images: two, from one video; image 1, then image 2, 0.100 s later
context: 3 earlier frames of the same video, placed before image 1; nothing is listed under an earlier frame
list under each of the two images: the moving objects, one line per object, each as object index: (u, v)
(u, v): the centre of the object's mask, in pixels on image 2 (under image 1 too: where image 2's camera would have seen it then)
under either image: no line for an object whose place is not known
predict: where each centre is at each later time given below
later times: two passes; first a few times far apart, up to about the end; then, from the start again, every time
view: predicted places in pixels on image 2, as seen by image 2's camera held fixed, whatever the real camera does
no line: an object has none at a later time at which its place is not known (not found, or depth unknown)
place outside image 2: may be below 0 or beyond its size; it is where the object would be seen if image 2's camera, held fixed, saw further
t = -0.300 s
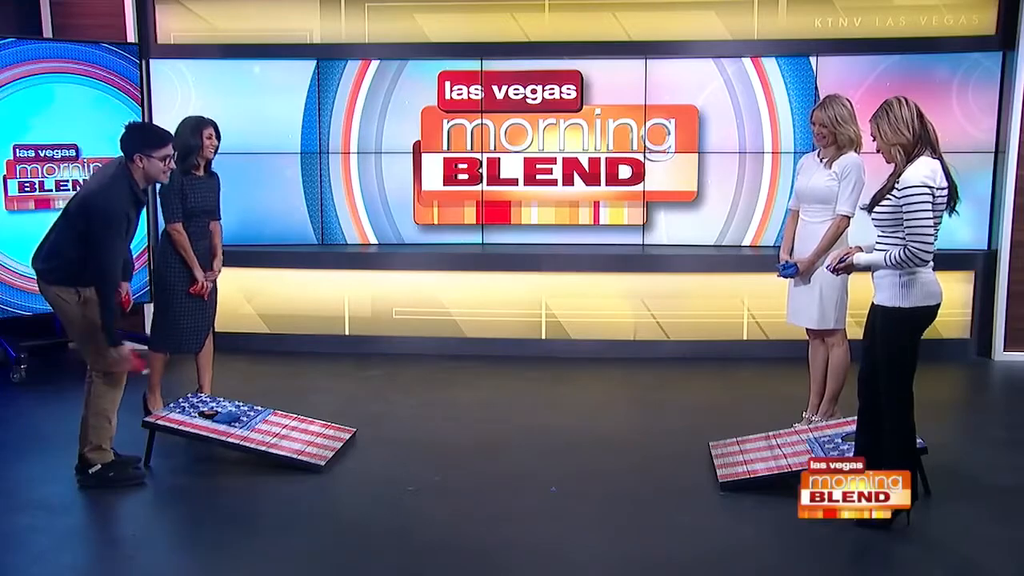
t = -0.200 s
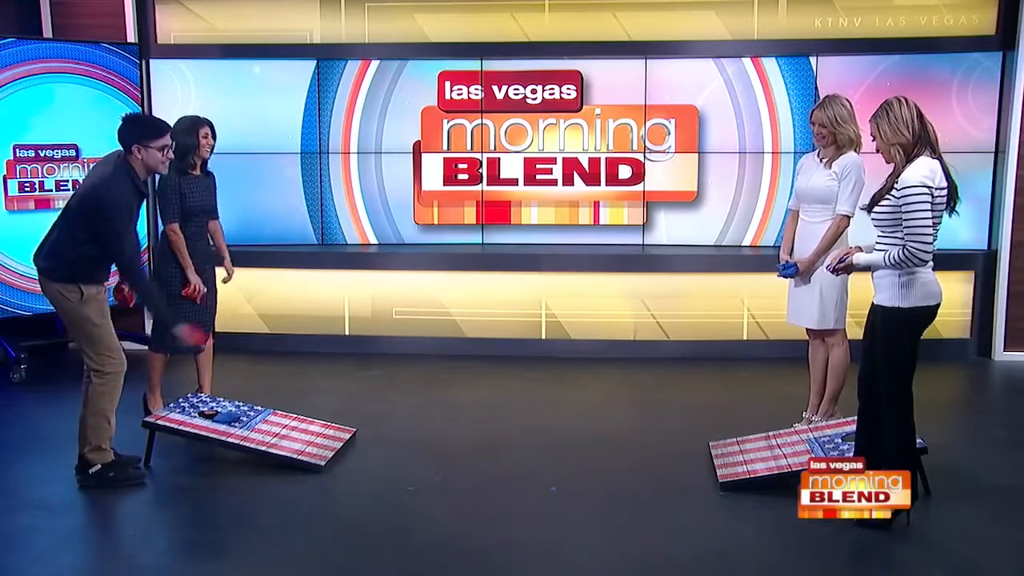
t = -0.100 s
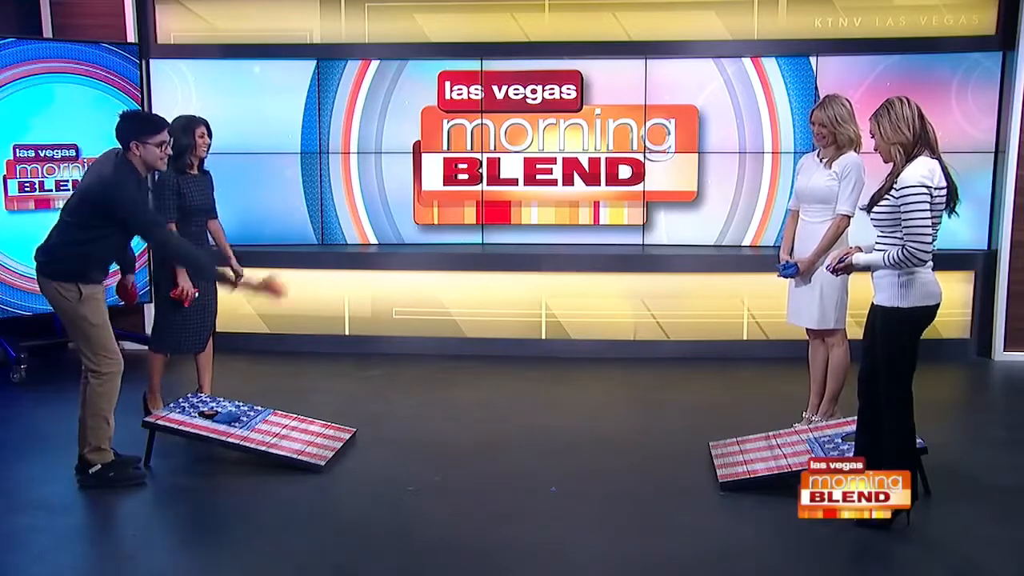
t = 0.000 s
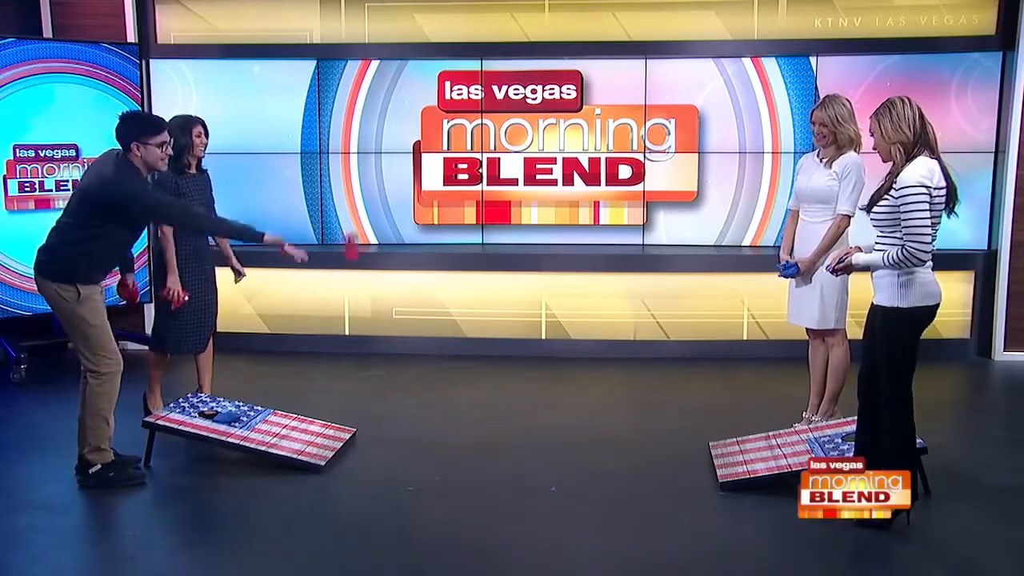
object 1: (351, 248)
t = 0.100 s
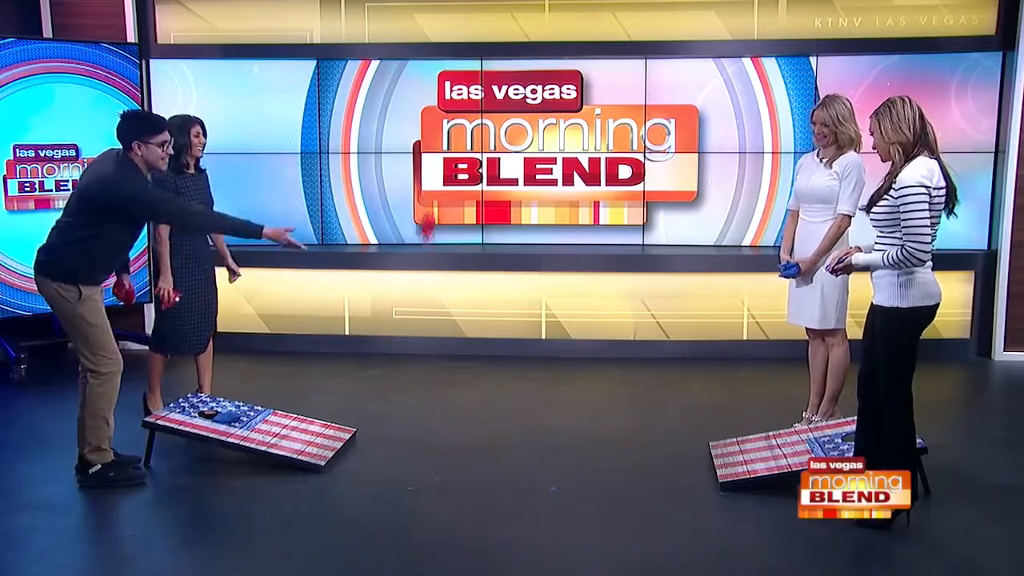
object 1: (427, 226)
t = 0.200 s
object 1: (502, 231)
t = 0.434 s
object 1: (673, 317)
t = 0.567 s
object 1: (764, 415)
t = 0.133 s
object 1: (453, 225)
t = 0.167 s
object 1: (477, 228)
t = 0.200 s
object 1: (502, 231)
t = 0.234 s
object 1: (527, 236)
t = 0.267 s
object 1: (552, 243)
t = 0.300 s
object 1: (577, 255)
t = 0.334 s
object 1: (601, 265)
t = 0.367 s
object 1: (626, 280)
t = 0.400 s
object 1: (649, 298)
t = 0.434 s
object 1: (673, 317)
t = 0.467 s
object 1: (697, 342)
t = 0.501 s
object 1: (718, 362)
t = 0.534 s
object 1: (741, 387)
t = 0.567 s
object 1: (764, 415)
